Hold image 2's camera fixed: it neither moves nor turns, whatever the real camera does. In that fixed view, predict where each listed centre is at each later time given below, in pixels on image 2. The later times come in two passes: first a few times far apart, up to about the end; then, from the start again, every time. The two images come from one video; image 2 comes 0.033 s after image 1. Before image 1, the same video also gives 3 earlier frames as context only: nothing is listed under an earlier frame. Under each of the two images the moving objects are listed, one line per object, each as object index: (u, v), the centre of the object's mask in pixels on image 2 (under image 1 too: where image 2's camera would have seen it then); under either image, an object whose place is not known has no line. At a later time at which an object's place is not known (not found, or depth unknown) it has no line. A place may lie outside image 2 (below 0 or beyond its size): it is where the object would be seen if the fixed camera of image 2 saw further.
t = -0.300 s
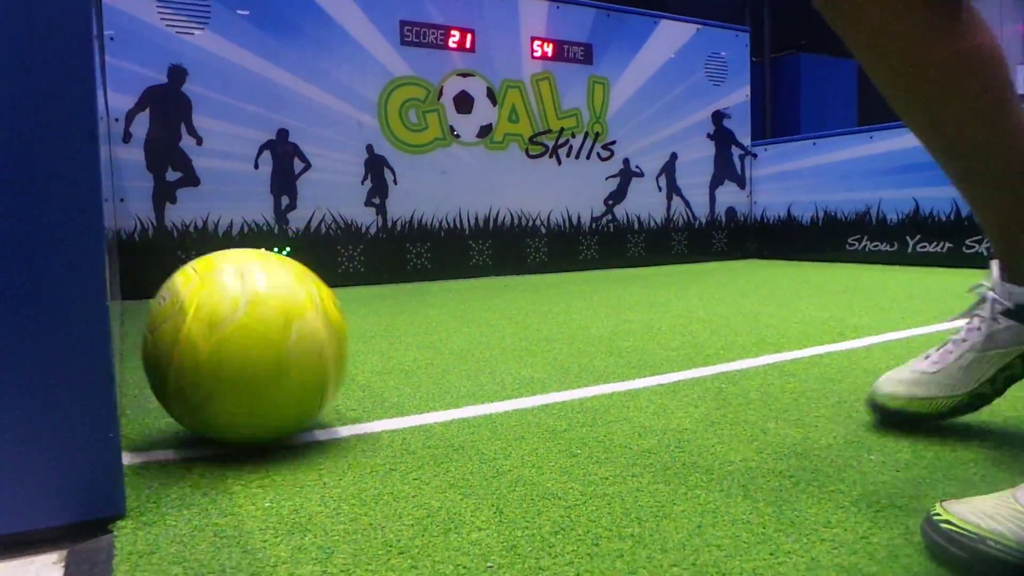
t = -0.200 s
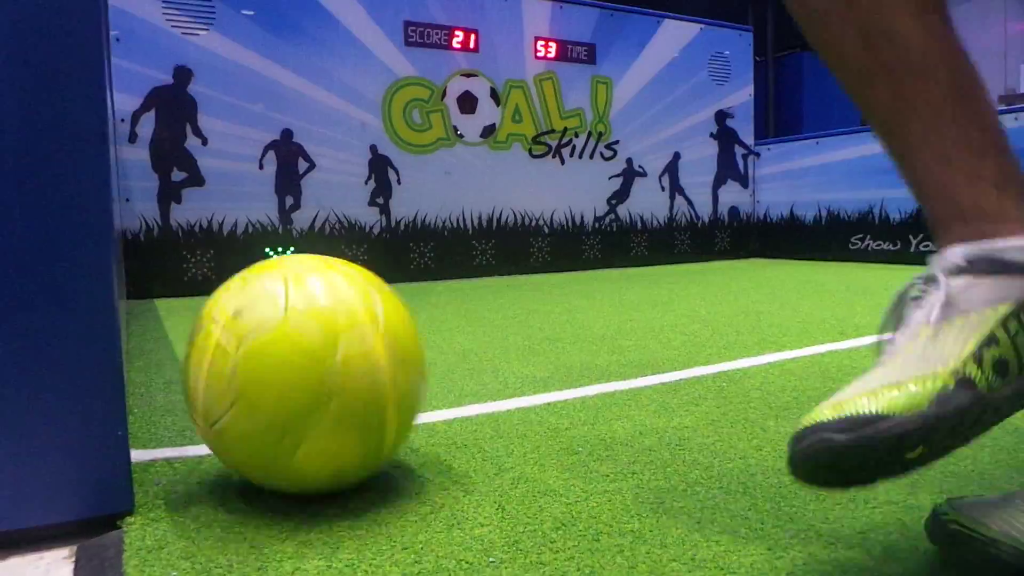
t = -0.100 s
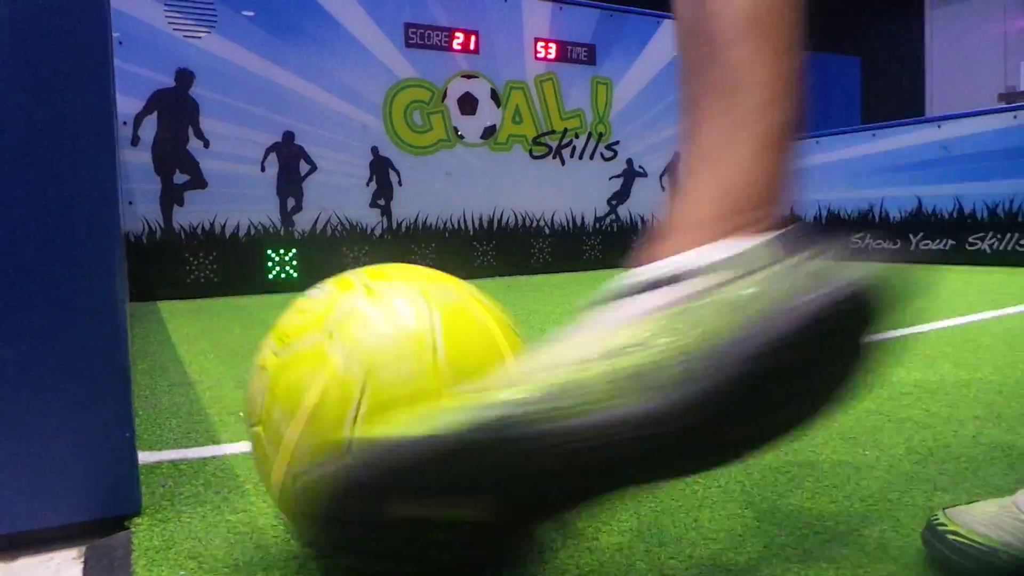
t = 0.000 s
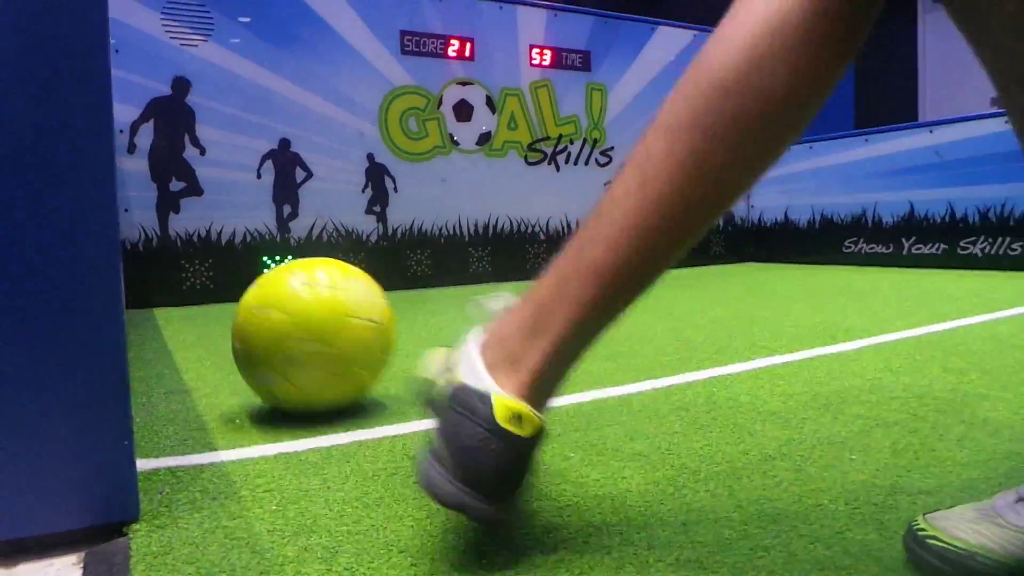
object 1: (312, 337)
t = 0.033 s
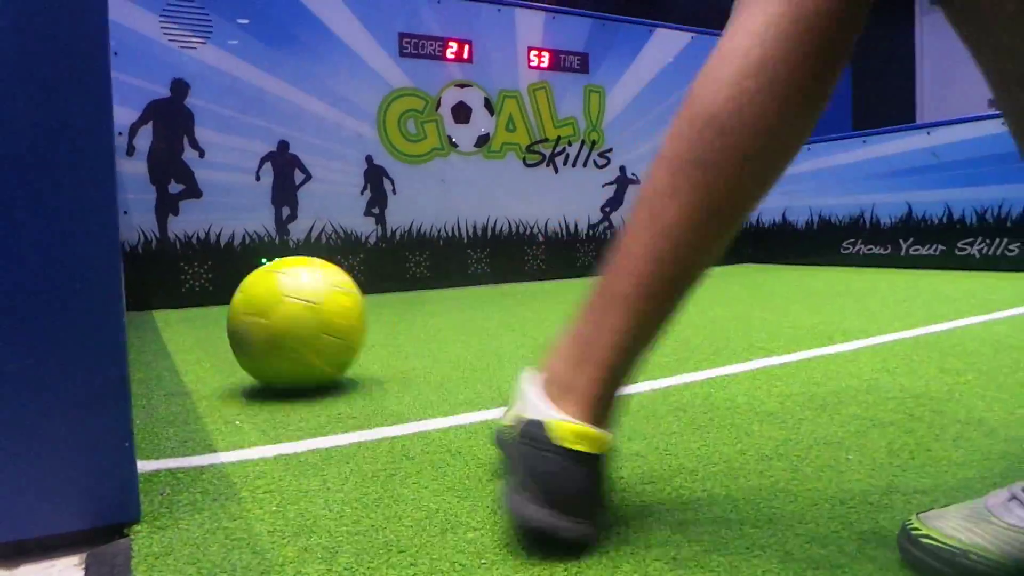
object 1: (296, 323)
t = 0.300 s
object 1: (251, 280)
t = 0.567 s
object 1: (229, 275)
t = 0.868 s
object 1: (196, 297)
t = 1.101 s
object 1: (202, 313)
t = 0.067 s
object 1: (286, 312)
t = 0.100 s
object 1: (277, 305)
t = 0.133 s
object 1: (270, 298)
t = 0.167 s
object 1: (265, 294)
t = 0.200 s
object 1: (261, 288)
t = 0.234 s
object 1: (257, 285)
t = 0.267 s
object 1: (254, 282)
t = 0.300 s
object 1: (251, 280)
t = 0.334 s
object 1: (248, 277)
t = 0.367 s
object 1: (246, 276)
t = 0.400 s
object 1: (243, 270)
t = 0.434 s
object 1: (240, 265)
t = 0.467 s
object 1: (237, 262)
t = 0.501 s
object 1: (235, 263)
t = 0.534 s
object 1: (231, 267)
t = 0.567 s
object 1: (229, 275)
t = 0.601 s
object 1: (226, 288)
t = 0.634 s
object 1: (222, 288)
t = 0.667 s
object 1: (218, 284)
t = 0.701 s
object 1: (215, 283)
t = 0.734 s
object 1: (211, 287)
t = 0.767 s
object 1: (208, 295)
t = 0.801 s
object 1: (204, 301)
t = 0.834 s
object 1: (200, 297)
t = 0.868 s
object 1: (196, 297)
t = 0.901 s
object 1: (192, 301)
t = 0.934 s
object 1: (188, 310)
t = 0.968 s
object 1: (183, 308)
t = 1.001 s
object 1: (188, 307)
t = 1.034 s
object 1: (196, 312)
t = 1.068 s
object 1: (200, 314)
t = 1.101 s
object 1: (202, 313)
